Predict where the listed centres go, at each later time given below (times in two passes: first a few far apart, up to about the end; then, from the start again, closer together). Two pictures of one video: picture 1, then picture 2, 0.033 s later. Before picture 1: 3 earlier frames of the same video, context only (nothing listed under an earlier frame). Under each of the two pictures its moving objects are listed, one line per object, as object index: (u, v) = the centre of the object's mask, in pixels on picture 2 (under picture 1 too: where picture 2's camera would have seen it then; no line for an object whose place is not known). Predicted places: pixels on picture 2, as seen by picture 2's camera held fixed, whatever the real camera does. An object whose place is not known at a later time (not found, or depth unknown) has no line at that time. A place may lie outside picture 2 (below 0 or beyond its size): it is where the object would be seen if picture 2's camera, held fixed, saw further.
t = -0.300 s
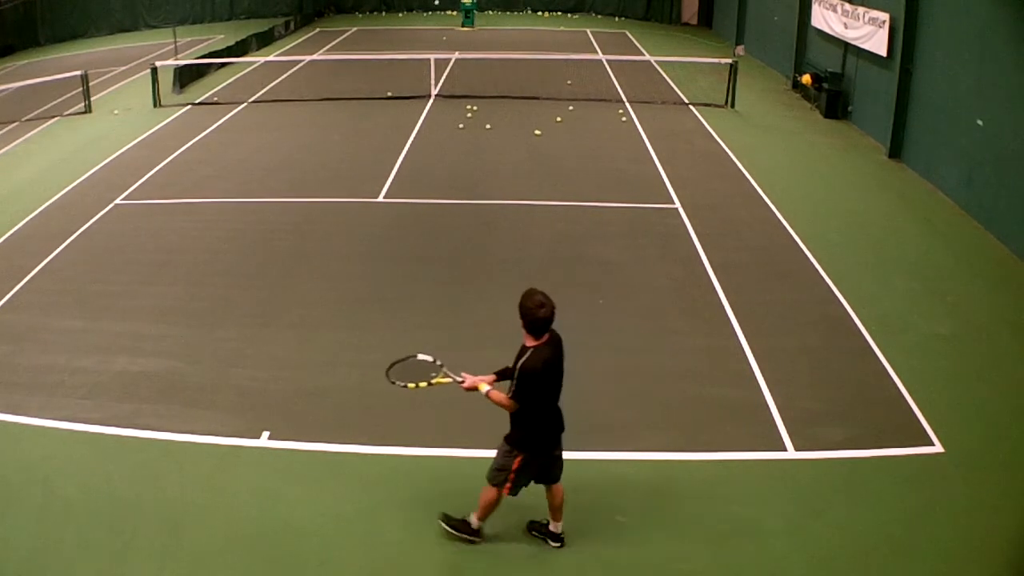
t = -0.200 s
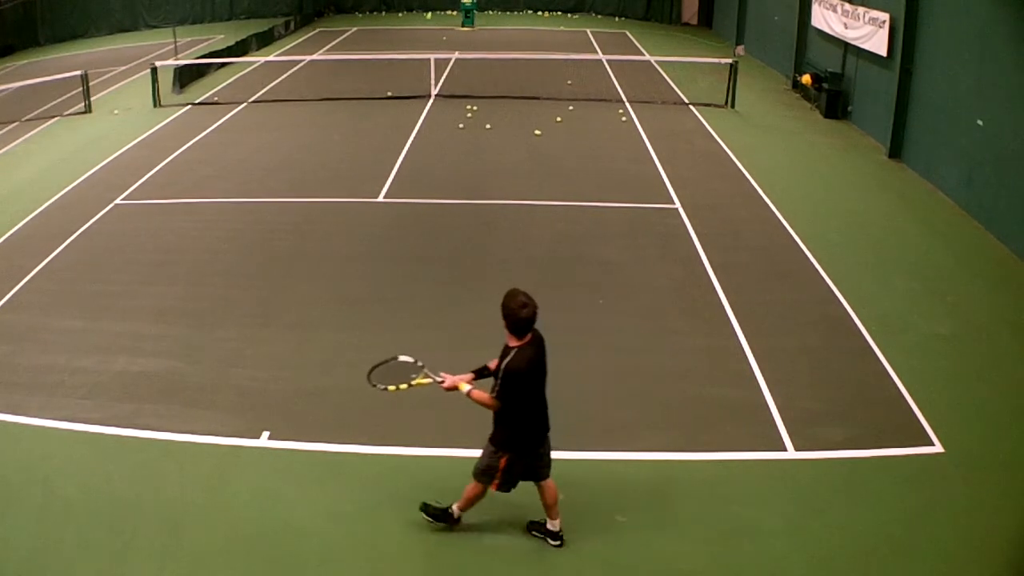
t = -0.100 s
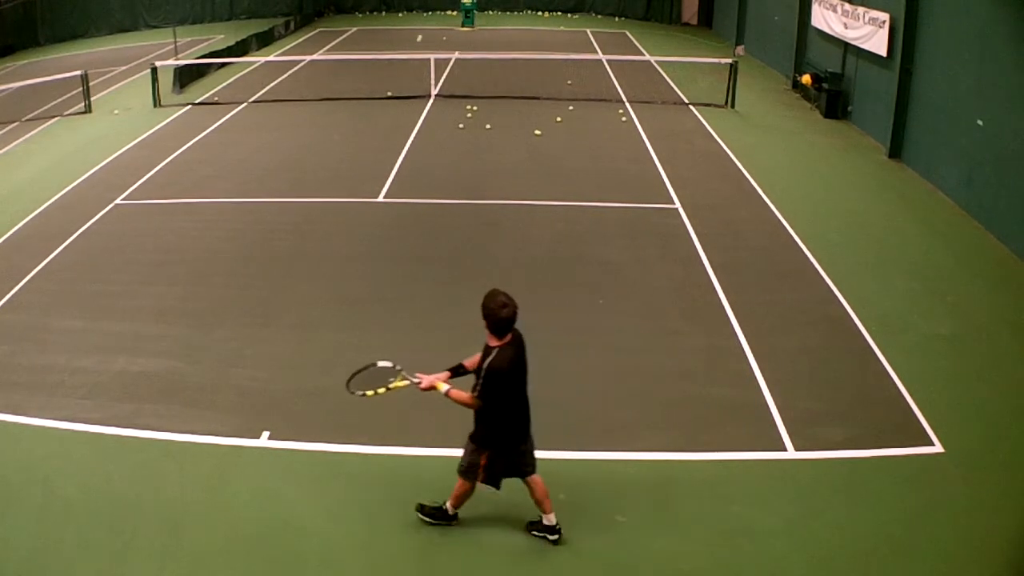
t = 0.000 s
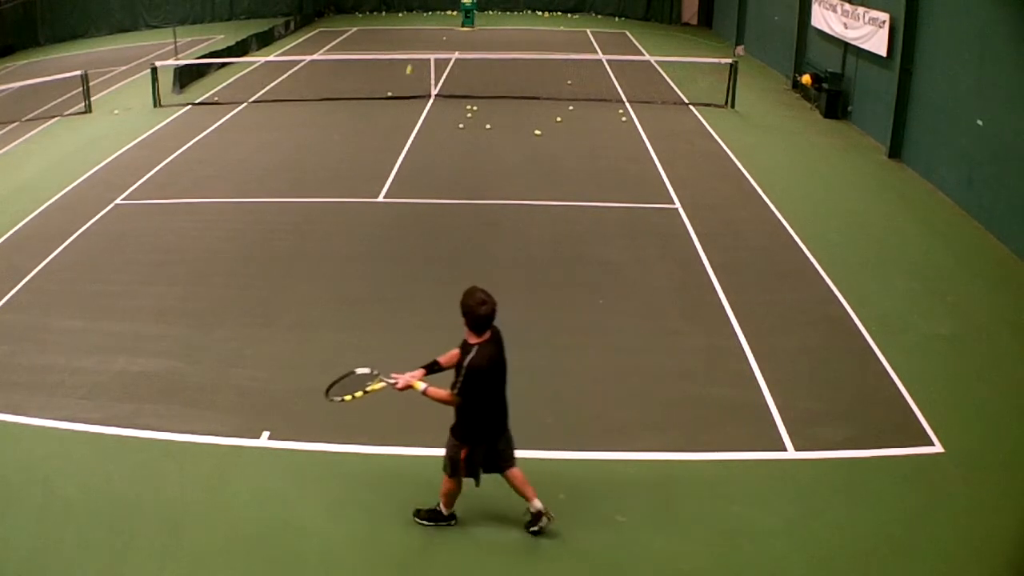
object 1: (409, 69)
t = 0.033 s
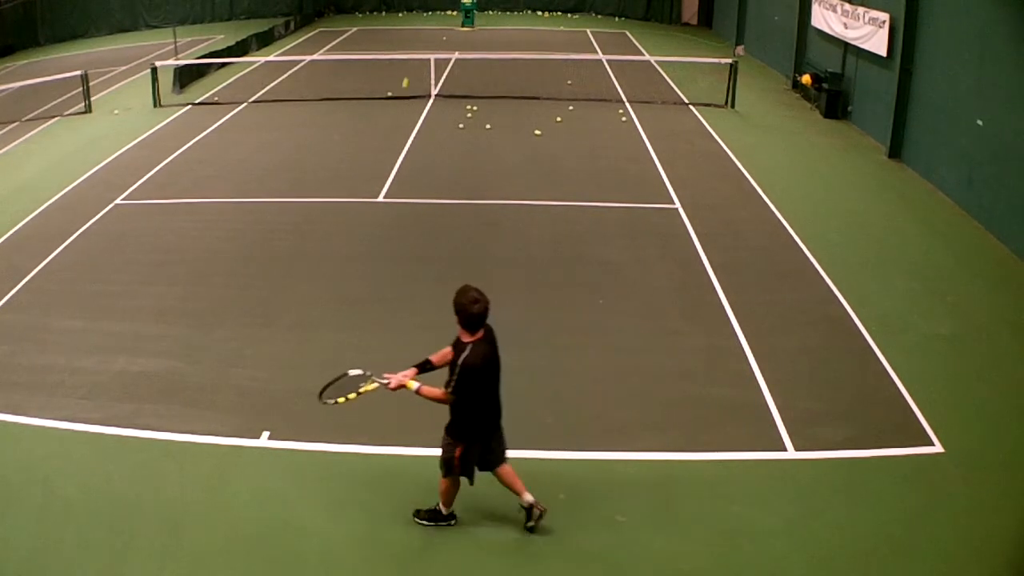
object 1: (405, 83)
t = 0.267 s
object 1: (373, 222)
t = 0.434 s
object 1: (351, 204)
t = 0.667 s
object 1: (313, 217)
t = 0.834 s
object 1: (282, 269)
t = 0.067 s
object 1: (401, 97)
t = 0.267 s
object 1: (373, 222)
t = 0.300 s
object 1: (369, 219)
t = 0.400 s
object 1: (355, 207)
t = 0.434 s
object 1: (351, 204)
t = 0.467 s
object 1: (346, 203)
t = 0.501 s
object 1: (341, 202)
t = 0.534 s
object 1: (336, 202)
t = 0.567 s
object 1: (331, 204)
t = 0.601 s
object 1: (325, 207)
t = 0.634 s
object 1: (319, 210)
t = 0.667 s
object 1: (313, 217)
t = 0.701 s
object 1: (308, 224)
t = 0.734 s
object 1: (301, 232)
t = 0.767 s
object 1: (295, 242)
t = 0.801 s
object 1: (289, 254)
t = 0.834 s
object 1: (282, 269)
